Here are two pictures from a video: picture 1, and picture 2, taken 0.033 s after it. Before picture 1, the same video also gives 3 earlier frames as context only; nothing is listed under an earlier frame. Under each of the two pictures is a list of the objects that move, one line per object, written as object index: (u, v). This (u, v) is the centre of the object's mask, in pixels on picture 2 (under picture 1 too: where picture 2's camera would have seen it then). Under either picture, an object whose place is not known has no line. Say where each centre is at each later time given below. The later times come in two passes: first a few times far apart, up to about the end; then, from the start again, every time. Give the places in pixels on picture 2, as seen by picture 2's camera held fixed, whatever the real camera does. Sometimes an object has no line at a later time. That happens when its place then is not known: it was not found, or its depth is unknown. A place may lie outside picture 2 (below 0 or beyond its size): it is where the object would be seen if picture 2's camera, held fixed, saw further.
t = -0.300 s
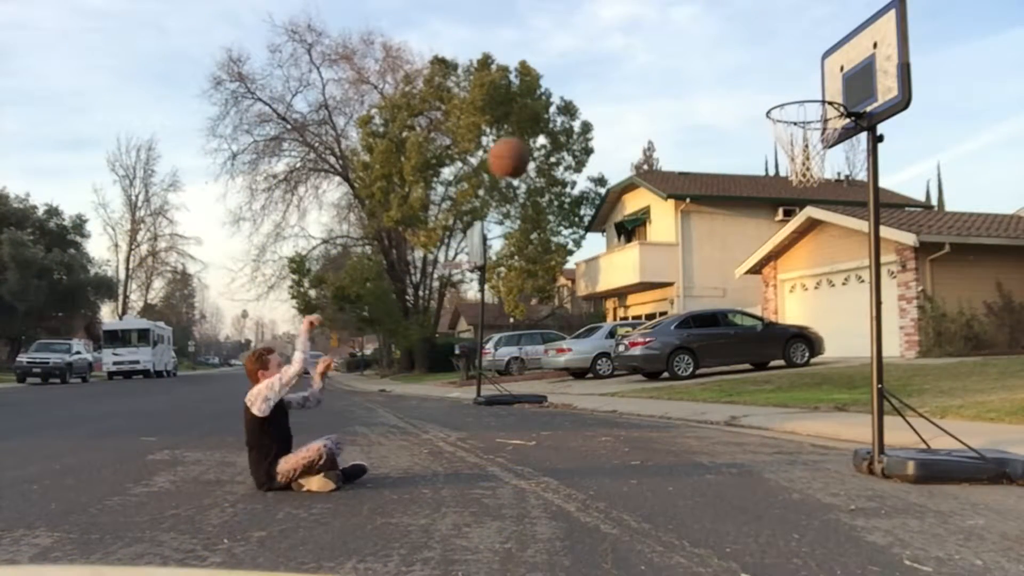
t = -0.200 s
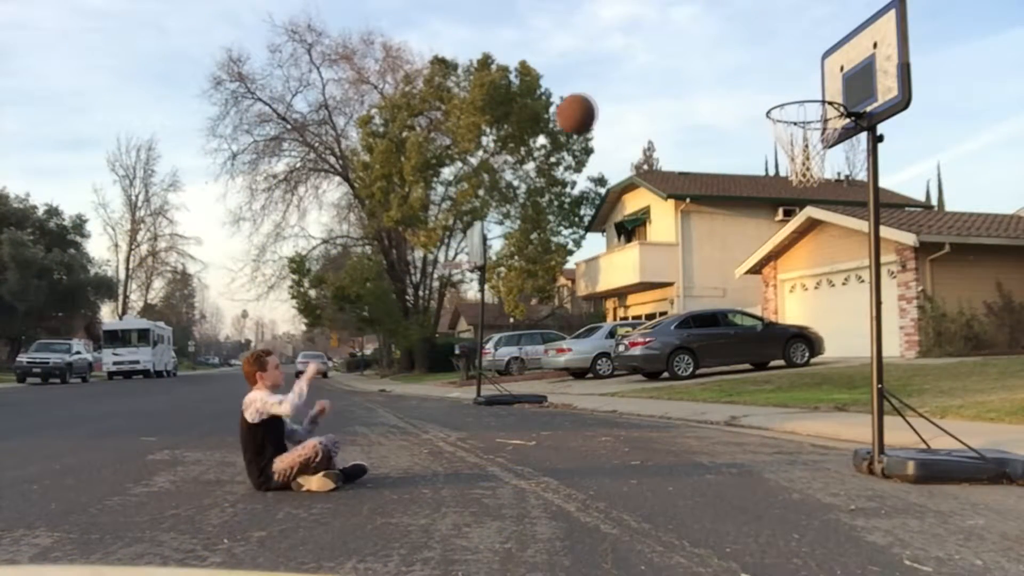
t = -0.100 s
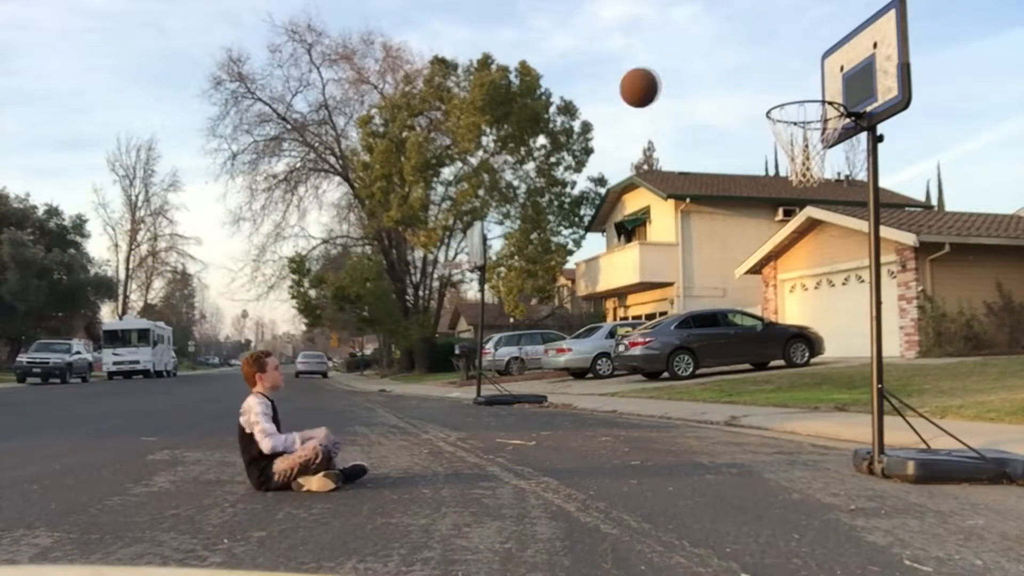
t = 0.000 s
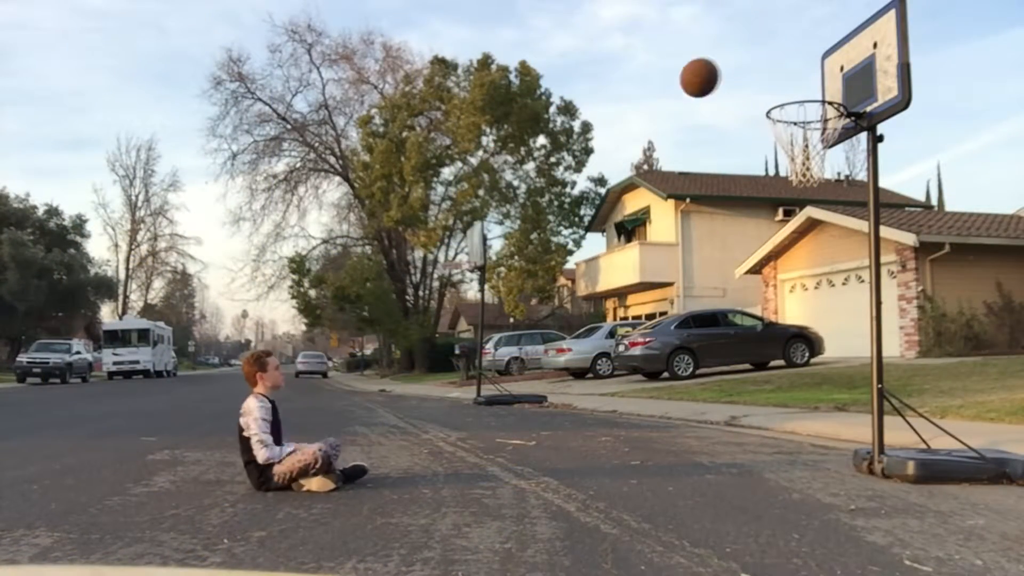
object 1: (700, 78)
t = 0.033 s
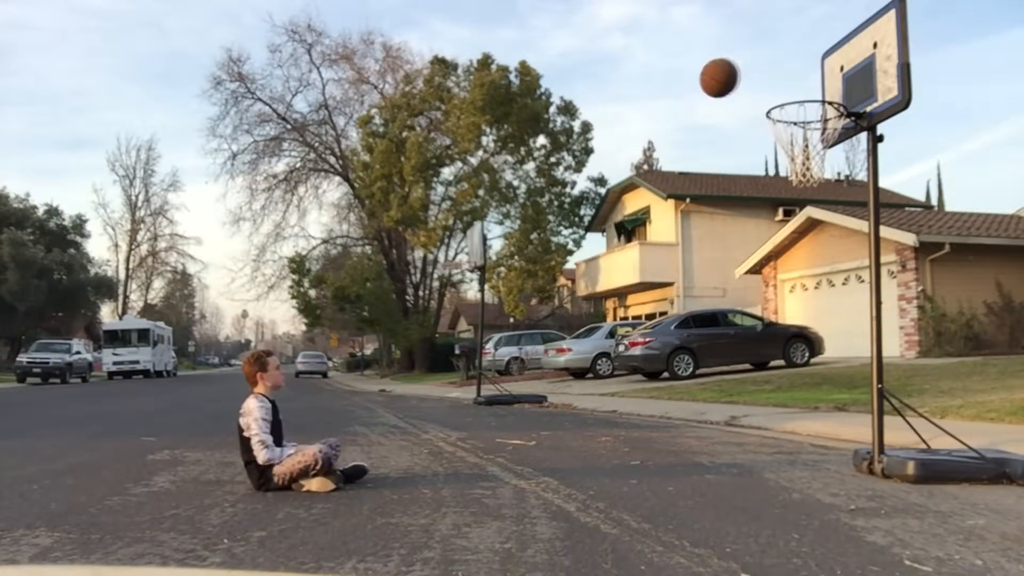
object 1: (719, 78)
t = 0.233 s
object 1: (818, 106)
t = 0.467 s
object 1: (811, 79)
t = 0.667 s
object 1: (833, 98)
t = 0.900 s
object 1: (823, 98)
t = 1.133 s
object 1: (815, 102)
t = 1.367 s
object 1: (805, 108)
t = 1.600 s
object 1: (797, 165)
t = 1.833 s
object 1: (801, 274)
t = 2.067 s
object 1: (807, 456)
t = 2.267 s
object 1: (812, 317)
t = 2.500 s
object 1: (821, 236)
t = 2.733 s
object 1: (834, 244)
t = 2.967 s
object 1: (852, 346)
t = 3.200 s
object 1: (868, 422)
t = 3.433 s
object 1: (879, 312)
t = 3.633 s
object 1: (891, 298)
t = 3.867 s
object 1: (909, 376)
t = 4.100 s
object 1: (929, 433)
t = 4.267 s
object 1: (941, 363)
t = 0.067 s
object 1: (738, 79)
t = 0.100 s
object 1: (757, 83)
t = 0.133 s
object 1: (776, 88)
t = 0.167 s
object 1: (795, 94)
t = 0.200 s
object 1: (813, 103)
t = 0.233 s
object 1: (818, 106)
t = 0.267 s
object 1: (805, 102)
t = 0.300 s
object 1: (792, 99)
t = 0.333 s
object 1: (795, 92)
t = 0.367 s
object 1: (799, 86)
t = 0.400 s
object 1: (803, 82)
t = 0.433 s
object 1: (807, 80)
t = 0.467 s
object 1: (811, 79)
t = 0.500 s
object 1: (815, 80)
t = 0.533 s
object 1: (819, 83)
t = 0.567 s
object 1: (823, 86)
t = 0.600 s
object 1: (828, 91)
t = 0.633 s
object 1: (831, 99)
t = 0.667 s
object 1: (833, 98)
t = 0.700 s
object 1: (833, 95)
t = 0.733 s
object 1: (832, 94)
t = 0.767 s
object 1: (830, 94)
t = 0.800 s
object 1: (827, 96)
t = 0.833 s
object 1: (825, 100)
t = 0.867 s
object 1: (824, 99)
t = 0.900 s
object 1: (823, 98)
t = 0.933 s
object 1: (822, 98)
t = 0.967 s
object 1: (821, 99)
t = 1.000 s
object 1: (820, 102)
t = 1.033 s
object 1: (818, 100)
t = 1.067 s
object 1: (817, 101)
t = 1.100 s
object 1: (816, 103)
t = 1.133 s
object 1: (815, 102)
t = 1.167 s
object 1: (814, 103)
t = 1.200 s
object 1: (812, 103)
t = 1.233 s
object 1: (811, 103)
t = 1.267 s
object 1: (810, 104)
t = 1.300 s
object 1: (808, 104)
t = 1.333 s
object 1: (807, 106)
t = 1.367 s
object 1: (805, 108)
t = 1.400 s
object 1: (805, 112)
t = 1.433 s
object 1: (803, 117)
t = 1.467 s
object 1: (802, 124)
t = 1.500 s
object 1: (800, 133)
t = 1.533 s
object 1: (799, 143)
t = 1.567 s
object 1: (799, 155)
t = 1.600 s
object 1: (797, 165)
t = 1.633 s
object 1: (798, 175)
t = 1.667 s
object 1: (797, 188)
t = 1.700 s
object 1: (798, 200)
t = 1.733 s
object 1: (798, 216)
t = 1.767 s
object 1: (800, 234)
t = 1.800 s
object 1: (799, 252)
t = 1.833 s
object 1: (801, 274)
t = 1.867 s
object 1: (801, 297)
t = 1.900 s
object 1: (801, 322)
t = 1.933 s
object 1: (802, 347)
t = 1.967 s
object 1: (803, 376)
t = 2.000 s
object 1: (804, 405)
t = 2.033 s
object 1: (805, 439)
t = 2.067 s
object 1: (807, 456)
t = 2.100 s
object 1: (809, 428)
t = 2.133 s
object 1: (809, 402)
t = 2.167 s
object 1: (810, 378)
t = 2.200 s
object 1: (810, 355)
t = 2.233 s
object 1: (811, 335)
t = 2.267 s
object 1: (812, 317)
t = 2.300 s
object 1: (814, 299)
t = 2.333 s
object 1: (815, 284)
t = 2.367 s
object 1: (816, 271)
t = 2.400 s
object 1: (817, 259)
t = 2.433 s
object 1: (819, 250)
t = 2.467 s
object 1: (820, 242)
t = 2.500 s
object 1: (821, 236)
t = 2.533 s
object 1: (823, 232)
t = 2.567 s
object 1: (825, 229)
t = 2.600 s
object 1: (826, 229)
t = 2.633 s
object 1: (829, 229)
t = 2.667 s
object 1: (830, 232)
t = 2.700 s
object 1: (833, 238)
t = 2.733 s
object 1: (834, 244)
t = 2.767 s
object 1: (837, 252)
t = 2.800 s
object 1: (839, 264)
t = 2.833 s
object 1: (842, 276)
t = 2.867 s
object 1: (844, 291)
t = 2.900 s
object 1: (846, 307)
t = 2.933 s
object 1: (849, 325)
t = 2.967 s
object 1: (852, 346)
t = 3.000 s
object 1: (854, 370)
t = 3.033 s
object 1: (857, 393)
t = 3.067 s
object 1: (860, 420)
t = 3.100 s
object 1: (863, 450)
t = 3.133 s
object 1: (865, 473)
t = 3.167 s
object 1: (867, 447)
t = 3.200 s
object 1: (868, 422)
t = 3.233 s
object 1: (869, 400)
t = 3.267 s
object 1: (871, 381)
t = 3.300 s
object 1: (873, 363)
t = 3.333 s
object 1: (874, 347)
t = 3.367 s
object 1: (876, 334)
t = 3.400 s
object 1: (877, 322)
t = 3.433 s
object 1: (879, 312)
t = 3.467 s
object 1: (881, 305)
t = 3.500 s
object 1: (883, 299)
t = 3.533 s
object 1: (885, 296)
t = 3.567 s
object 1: (887, 295)
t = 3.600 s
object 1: (889, 295)
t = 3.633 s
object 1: (891, 298)
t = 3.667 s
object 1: (893, 302)
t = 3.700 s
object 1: (896, 309)
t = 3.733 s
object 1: (898, 318)
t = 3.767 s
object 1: (902, 329)
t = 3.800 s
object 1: (902, 343)
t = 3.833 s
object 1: (907, 358)
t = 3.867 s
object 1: (909, 376)
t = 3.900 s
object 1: (912, 395)
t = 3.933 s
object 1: (916, 416)
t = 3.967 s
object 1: (919, 441)
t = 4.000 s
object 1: (922, 468)
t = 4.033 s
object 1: (924, 478)
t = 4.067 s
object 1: (926, 455)
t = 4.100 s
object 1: (929, 433)
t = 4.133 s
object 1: (931, 415)
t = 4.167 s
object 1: (933, 399)
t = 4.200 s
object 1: (935, 385)
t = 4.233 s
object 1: (938, 372)
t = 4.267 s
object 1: (941, 363)
